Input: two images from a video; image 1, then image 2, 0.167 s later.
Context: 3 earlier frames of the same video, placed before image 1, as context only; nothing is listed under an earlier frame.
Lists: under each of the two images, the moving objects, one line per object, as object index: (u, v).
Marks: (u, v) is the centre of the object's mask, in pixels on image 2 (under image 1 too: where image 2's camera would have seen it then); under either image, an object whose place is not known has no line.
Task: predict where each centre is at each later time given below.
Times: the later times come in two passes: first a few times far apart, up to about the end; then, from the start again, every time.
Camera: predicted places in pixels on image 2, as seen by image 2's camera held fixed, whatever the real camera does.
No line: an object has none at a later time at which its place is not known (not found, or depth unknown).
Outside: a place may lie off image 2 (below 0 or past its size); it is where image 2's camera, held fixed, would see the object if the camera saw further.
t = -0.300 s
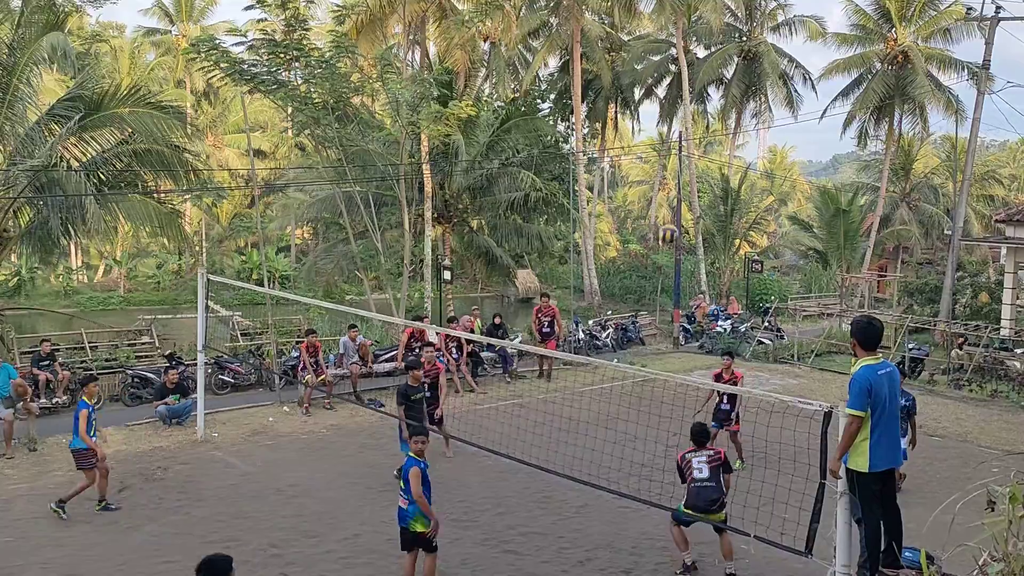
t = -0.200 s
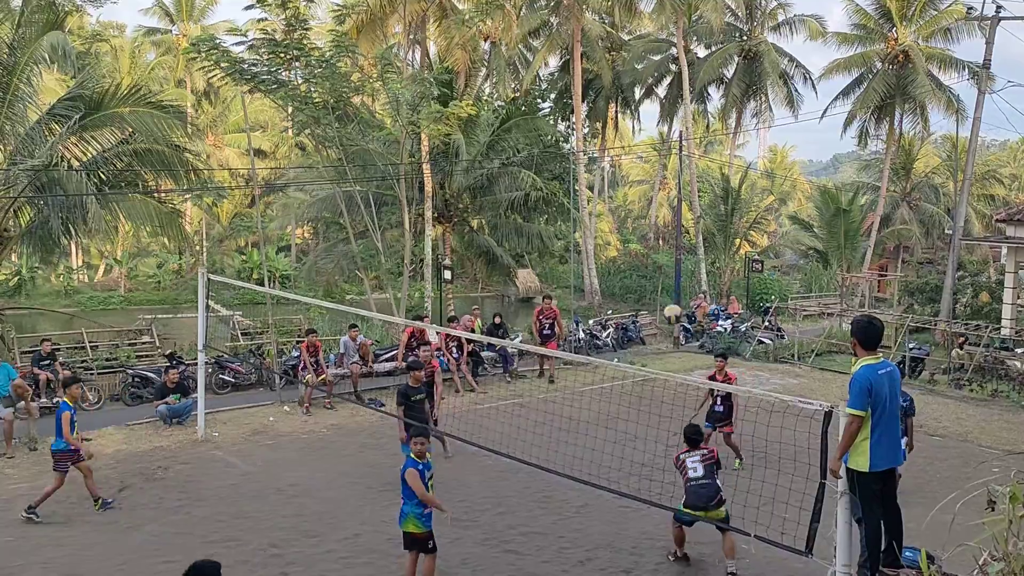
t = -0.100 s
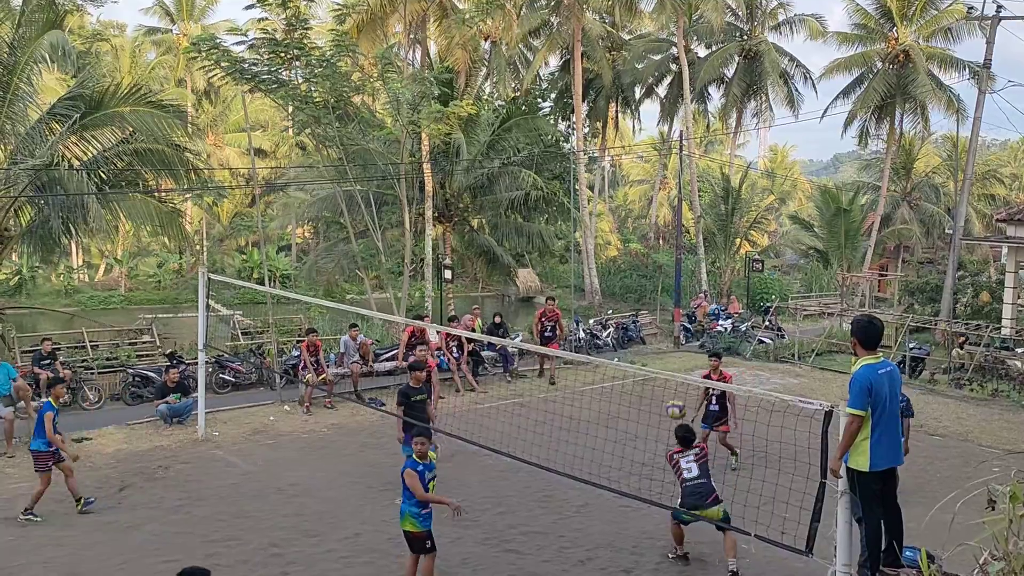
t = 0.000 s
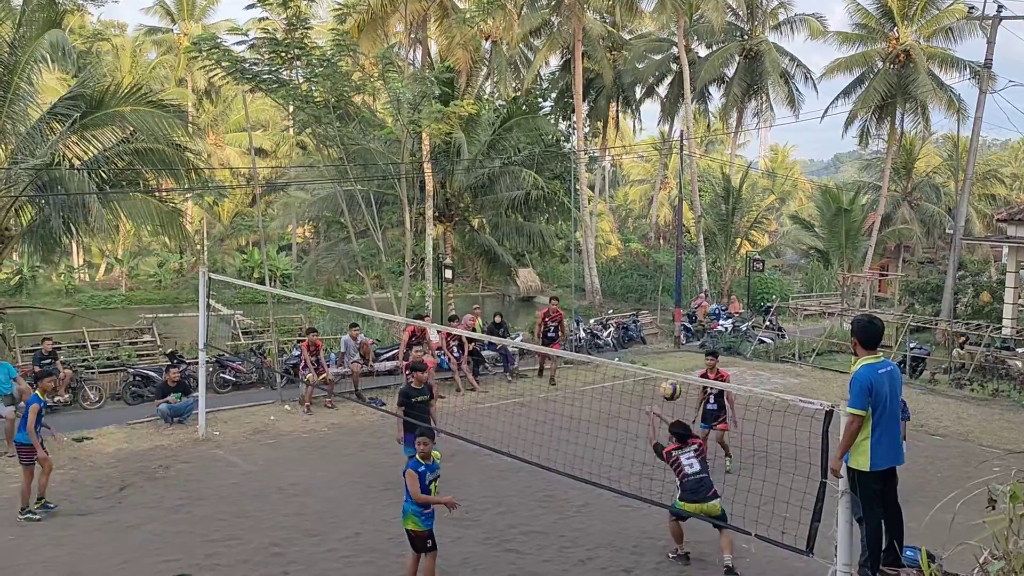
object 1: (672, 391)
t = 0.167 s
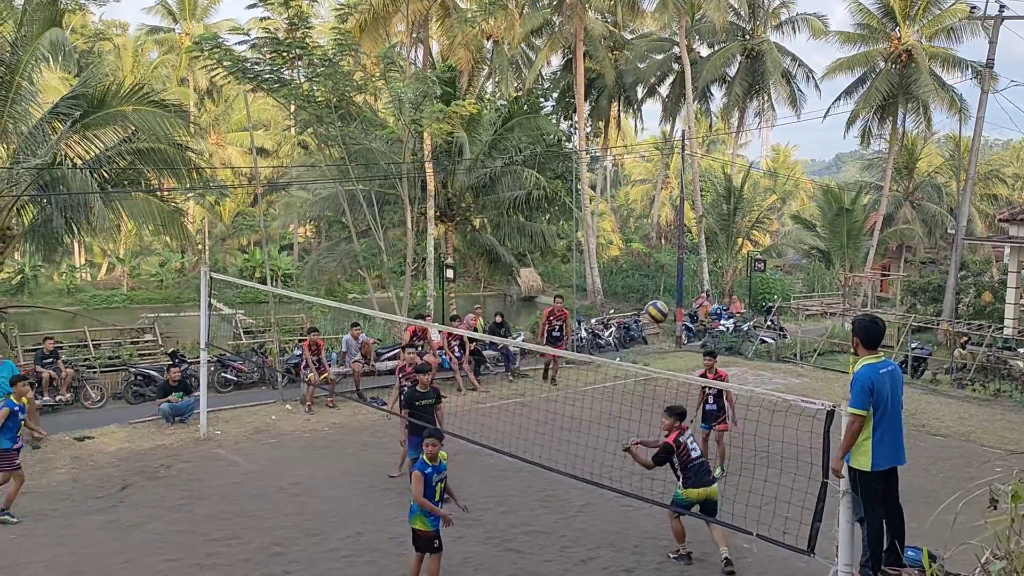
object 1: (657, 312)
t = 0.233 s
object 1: (648, 285)
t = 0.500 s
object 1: (612, 221)
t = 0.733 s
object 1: (565, 242)
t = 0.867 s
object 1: (528, 305)
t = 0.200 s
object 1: (652, 298)
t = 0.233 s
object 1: (648, 285)
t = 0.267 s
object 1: (645, 274)
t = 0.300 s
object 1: (642, 263)
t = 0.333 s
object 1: (637, 253)
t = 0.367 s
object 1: (632, 245)
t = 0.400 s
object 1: (629, 237)
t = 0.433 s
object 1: (624, 231)
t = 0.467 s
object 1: (618, 226)
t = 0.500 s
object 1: (612, 221)
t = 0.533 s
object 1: (607, 220)
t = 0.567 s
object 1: (601, 218)
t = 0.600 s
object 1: (595, 220)
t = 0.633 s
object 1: (587, 223)
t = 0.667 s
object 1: (581, 227)
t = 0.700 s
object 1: (573, 233)
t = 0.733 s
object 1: (565, 242)
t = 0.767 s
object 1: (557, 254)
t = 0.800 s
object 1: (548, 268)
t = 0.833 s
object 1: (538, 285)
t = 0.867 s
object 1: (528, 305)
